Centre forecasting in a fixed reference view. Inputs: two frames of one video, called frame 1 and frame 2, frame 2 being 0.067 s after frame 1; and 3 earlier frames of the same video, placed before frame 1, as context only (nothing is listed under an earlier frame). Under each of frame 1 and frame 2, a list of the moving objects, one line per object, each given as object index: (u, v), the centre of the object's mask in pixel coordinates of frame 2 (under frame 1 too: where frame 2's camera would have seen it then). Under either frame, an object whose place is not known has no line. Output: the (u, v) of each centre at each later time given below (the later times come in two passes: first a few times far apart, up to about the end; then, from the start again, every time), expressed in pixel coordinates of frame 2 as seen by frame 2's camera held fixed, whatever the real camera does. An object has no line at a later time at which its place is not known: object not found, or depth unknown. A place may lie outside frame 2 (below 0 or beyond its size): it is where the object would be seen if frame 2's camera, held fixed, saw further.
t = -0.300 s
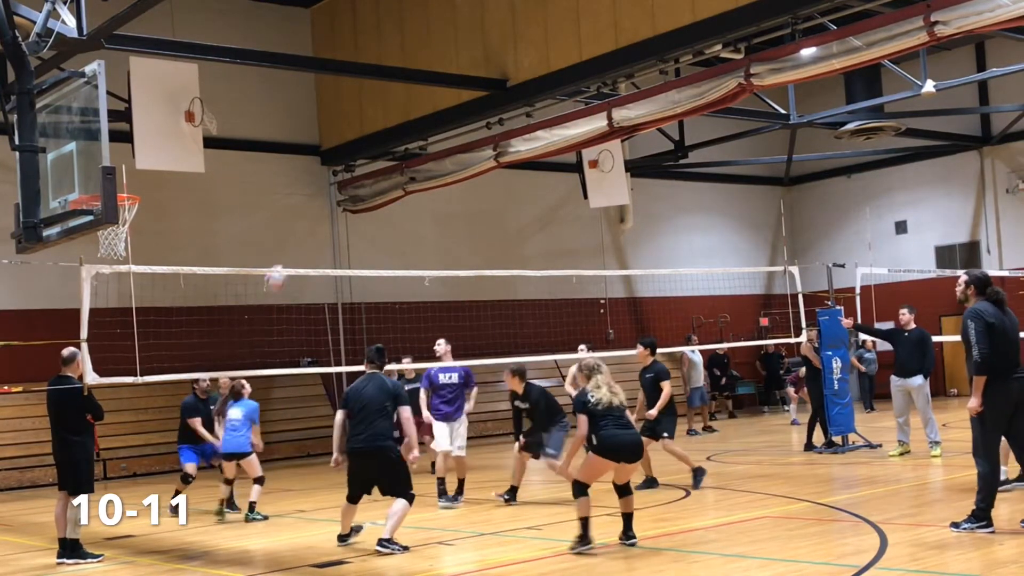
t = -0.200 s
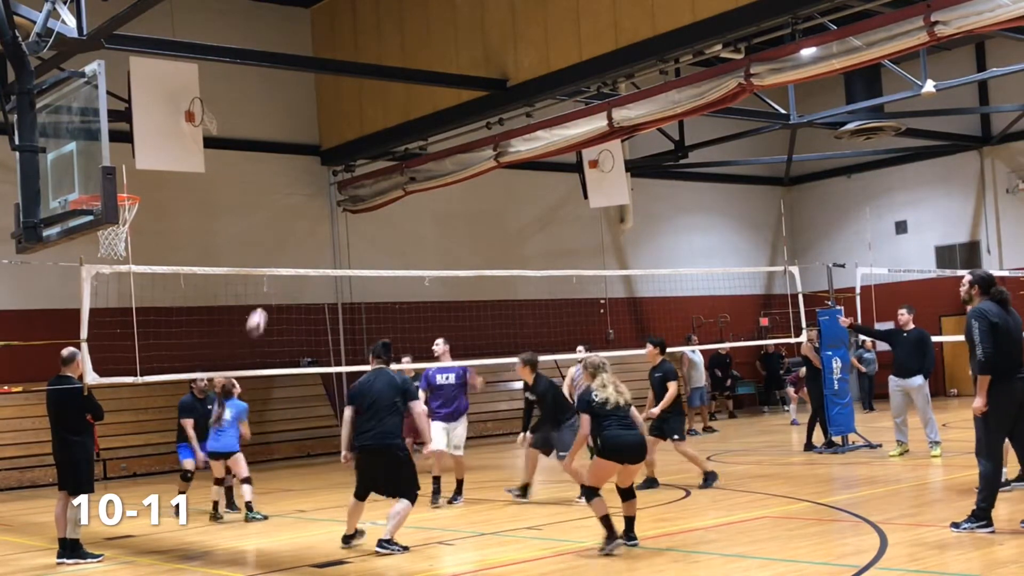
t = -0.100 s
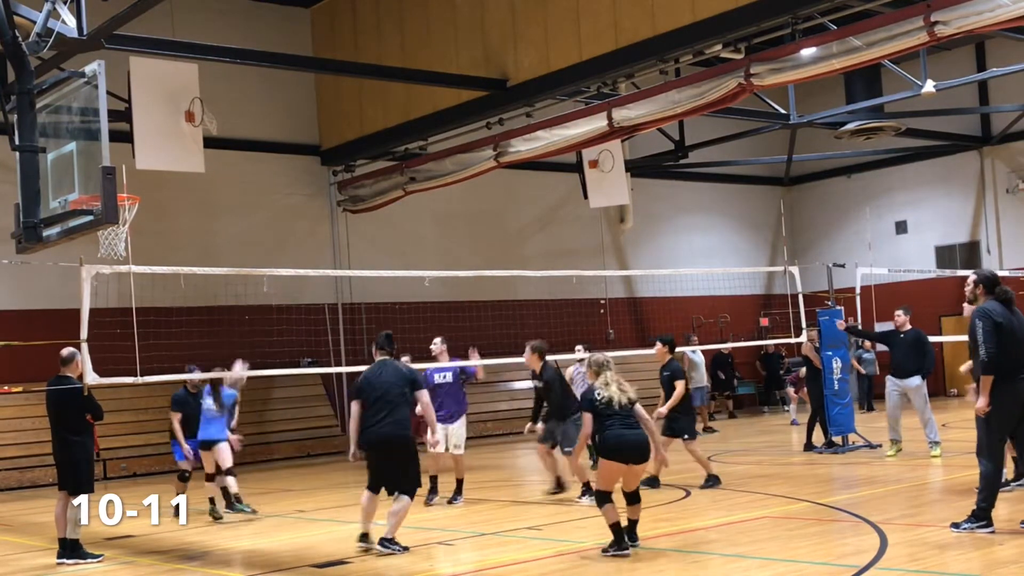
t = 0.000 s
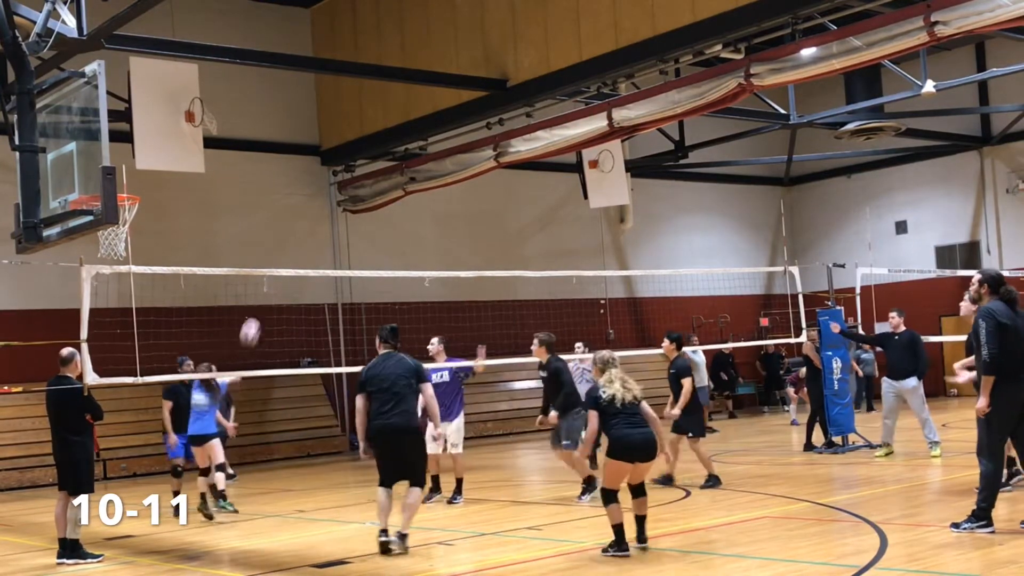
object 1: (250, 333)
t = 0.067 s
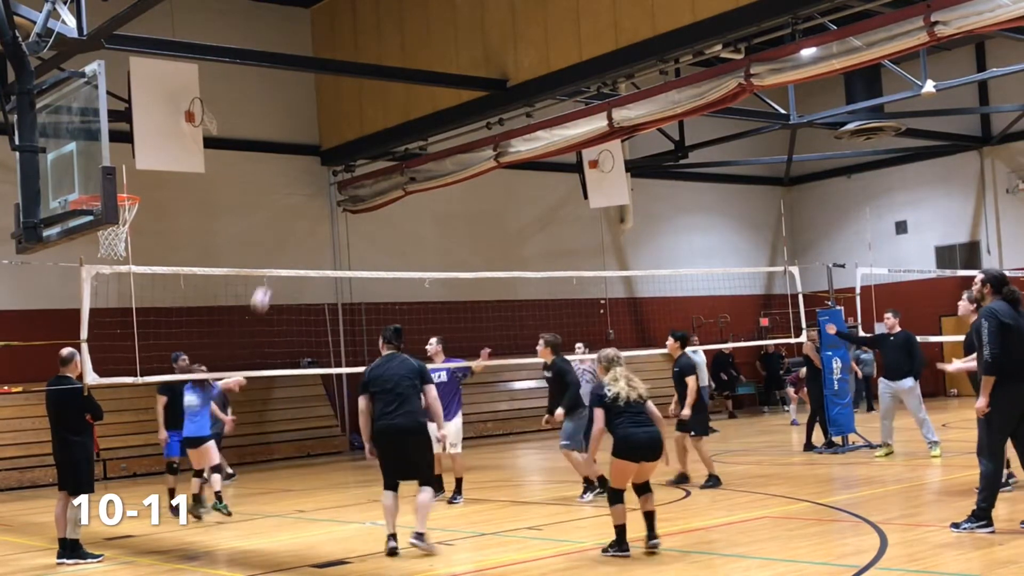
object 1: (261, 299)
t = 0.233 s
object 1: (291, 232)
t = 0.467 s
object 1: (333, 186)
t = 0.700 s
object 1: (380, 185)
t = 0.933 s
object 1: (429, 231)
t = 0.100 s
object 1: (266, 284)
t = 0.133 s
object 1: (273, 265)
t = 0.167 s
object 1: (278, 255)
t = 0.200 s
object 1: (285, 243)
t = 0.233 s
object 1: (291, 232)
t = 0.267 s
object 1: (296, 224)
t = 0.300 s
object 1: (302, 213)
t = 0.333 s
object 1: (308, 206)
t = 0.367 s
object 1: (314, 200)
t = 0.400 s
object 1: (321, 194)
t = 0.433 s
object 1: (327, 189)
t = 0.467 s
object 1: (333, 186)
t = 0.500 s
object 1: (340, 183)
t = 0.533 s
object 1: (346, 181)
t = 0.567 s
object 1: (353, 180)
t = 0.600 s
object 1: (359, 180)
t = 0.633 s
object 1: (366, 181)
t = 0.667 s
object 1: (373, 182)
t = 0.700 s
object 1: (380, 185)
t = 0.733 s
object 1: (387, 189)
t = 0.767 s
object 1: (394, 193)
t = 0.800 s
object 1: (401, 199)
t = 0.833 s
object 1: (408, 206)
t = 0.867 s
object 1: (415, 214)
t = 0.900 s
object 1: (422, 222)
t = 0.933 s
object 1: (429, 231)
